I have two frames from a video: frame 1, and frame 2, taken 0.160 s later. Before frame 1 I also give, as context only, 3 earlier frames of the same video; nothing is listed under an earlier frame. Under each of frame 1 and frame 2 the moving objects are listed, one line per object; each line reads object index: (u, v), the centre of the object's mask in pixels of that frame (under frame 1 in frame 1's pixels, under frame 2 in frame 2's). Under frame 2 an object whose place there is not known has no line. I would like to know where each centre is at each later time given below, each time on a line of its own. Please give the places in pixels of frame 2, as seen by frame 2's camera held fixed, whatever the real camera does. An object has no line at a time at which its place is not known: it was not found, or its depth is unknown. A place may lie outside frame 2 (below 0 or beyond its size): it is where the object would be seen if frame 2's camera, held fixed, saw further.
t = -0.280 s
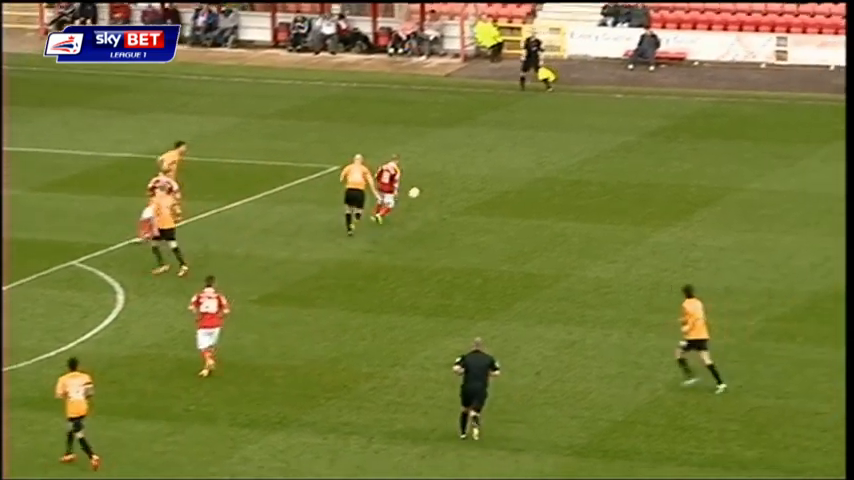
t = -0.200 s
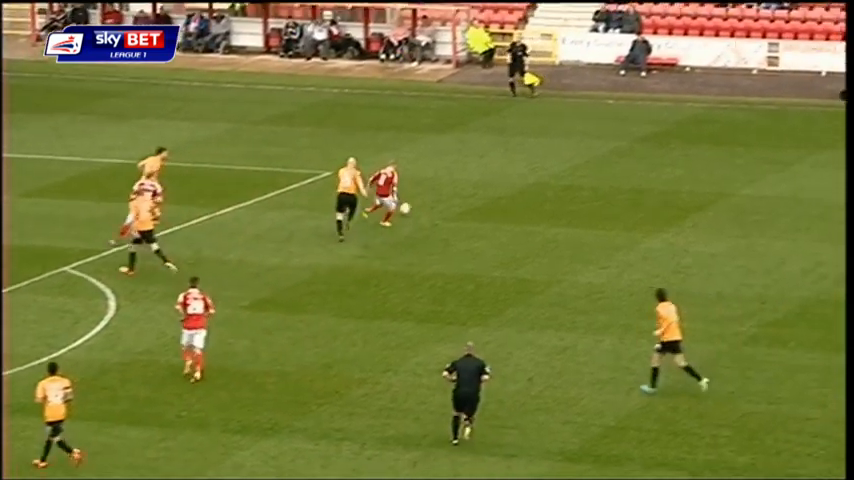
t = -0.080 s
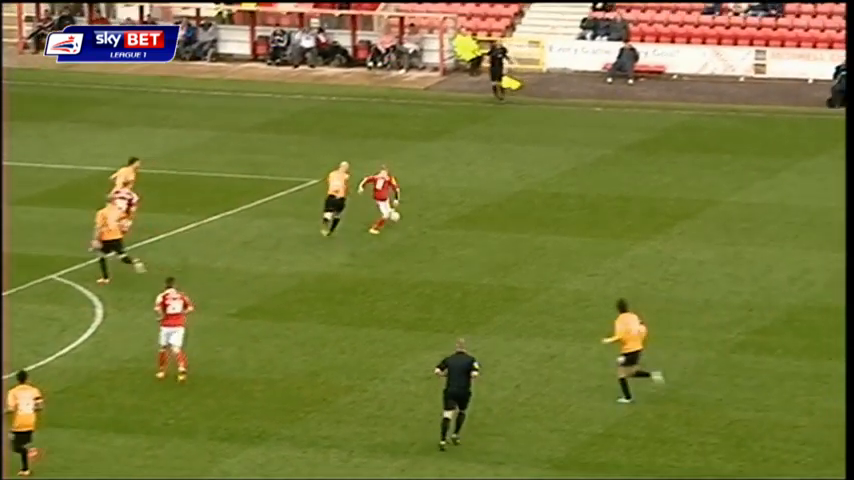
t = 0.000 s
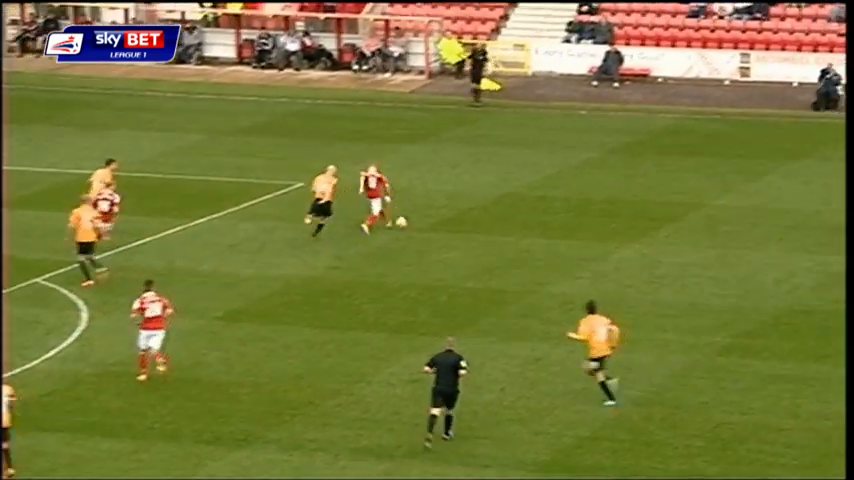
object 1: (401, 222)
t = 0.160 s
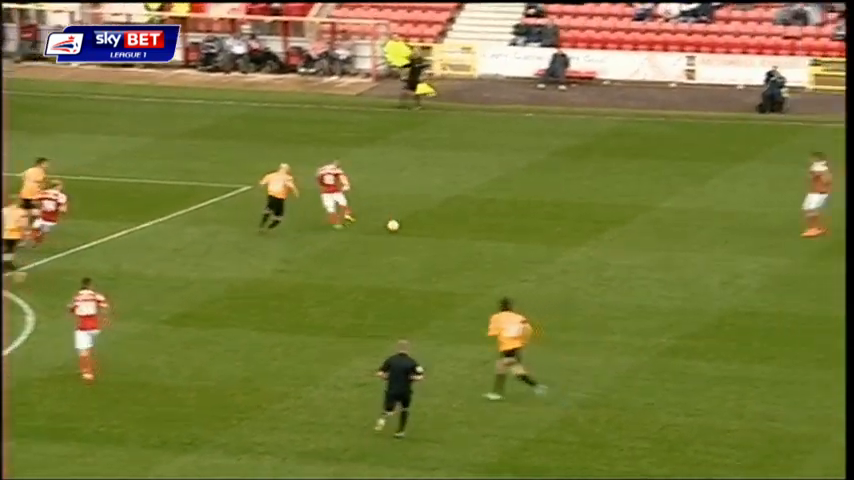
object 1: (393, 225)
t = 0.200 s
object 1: (402, 225)
